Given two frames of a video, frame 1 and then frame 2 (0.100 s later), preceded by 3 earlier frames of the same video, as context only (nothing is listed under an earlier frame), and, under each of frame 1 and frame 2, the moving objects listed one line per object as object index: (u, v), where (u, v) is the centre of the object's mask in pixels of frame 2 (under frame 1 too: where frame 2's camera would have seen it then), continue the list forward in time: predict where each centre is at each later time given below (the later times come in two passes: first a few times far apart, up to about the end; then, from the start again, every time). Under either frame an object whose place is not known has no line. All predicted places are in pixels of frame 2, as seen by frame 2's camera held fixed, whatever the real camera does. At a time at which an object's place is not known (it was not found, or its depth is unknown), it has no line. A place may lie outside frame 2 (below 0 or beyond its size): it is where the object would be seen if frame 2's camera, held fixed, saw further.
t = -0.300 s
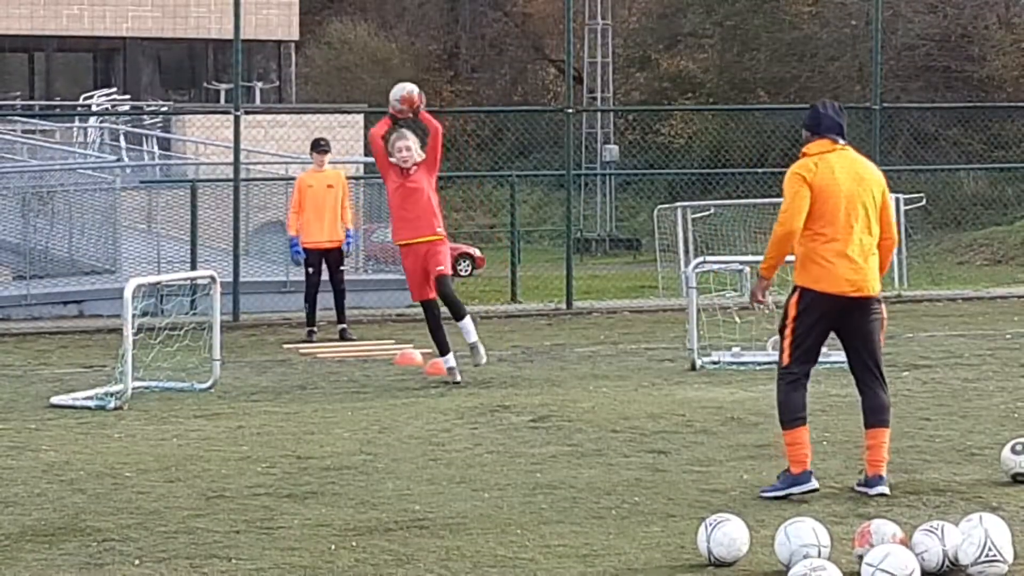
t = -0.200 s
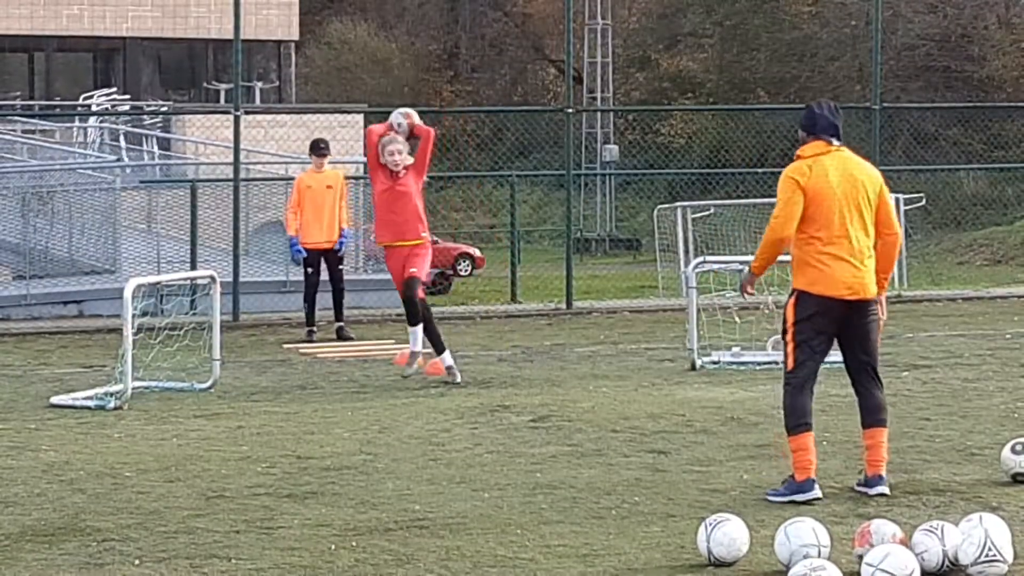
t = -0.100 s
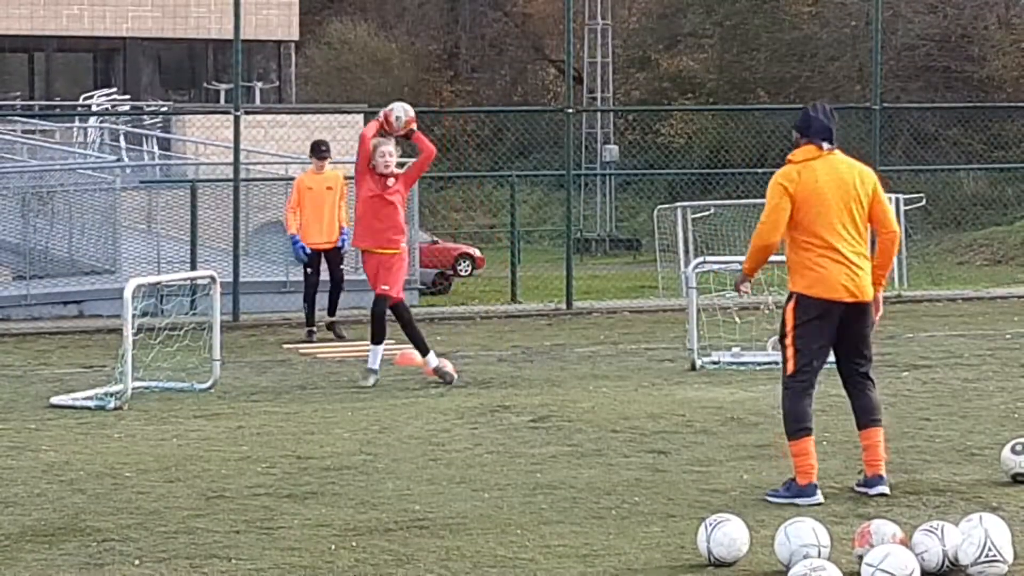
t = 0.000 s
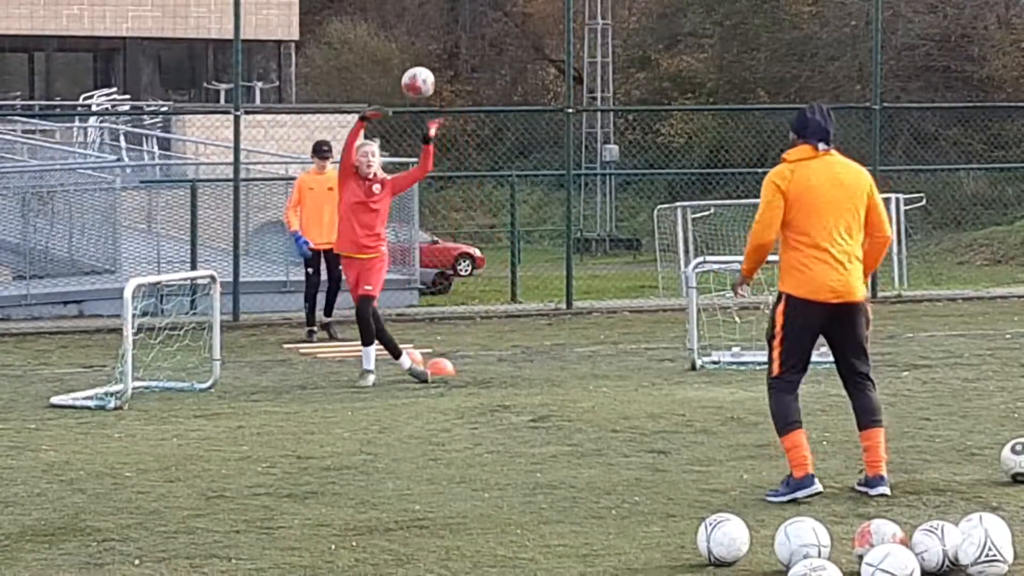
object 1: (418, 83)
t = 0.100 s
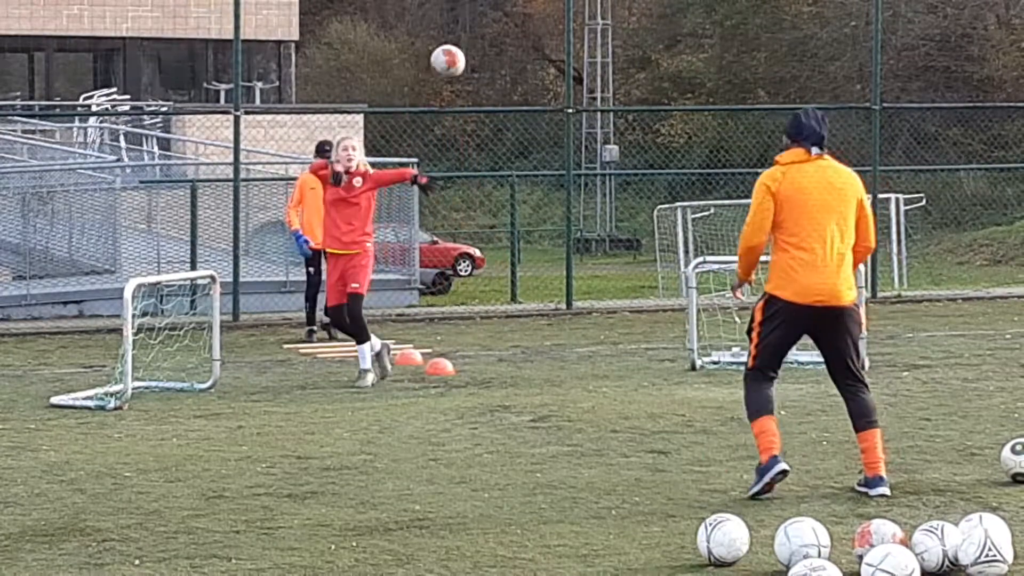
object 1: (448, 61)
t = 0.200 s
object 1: (479, 55)
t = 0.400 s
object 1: (550, 90)
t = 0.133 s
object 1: (458, 58)
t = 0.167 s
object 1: (468, 55)
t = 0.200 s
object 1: (479, 55)
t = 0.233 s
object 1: (491, 56)
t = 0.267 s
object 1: (502, 59)
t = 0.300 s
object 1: (514, 64)
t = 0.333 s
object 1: (525, 71)
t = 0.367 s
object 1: (537, 80)
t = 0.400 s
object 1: (550, 90)
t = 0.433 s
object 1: (562, 105)
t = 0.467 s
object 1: (574, 120)
